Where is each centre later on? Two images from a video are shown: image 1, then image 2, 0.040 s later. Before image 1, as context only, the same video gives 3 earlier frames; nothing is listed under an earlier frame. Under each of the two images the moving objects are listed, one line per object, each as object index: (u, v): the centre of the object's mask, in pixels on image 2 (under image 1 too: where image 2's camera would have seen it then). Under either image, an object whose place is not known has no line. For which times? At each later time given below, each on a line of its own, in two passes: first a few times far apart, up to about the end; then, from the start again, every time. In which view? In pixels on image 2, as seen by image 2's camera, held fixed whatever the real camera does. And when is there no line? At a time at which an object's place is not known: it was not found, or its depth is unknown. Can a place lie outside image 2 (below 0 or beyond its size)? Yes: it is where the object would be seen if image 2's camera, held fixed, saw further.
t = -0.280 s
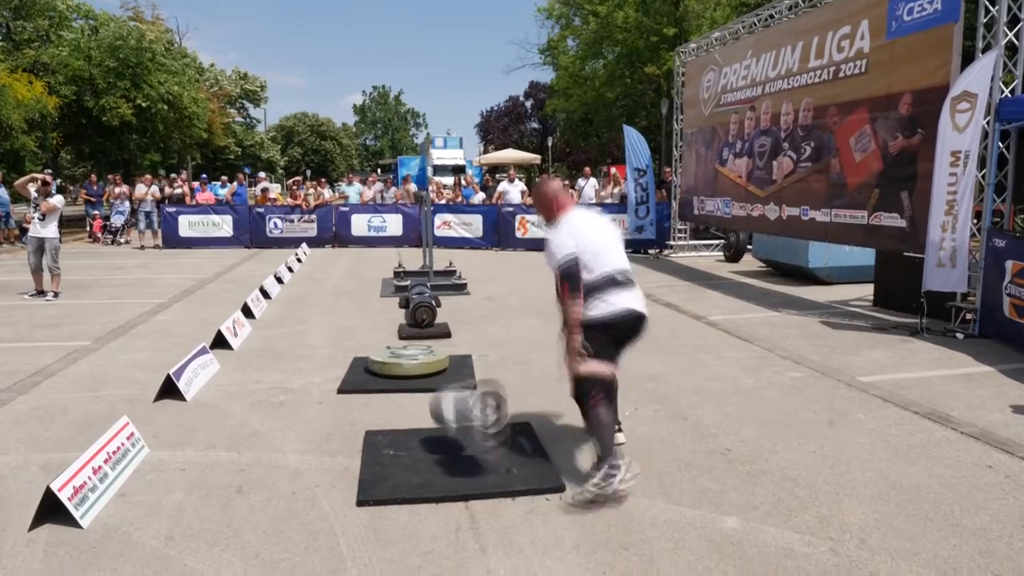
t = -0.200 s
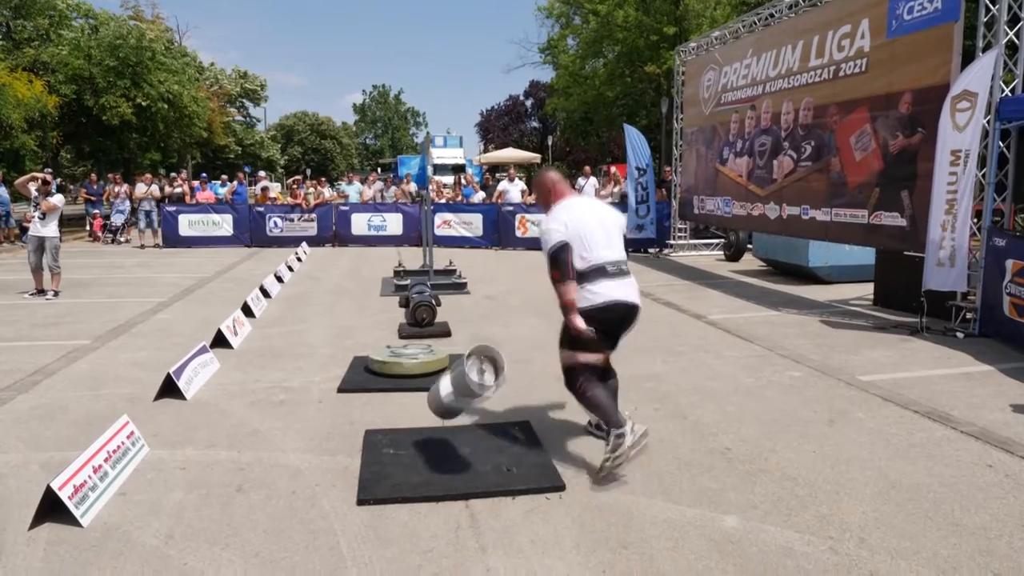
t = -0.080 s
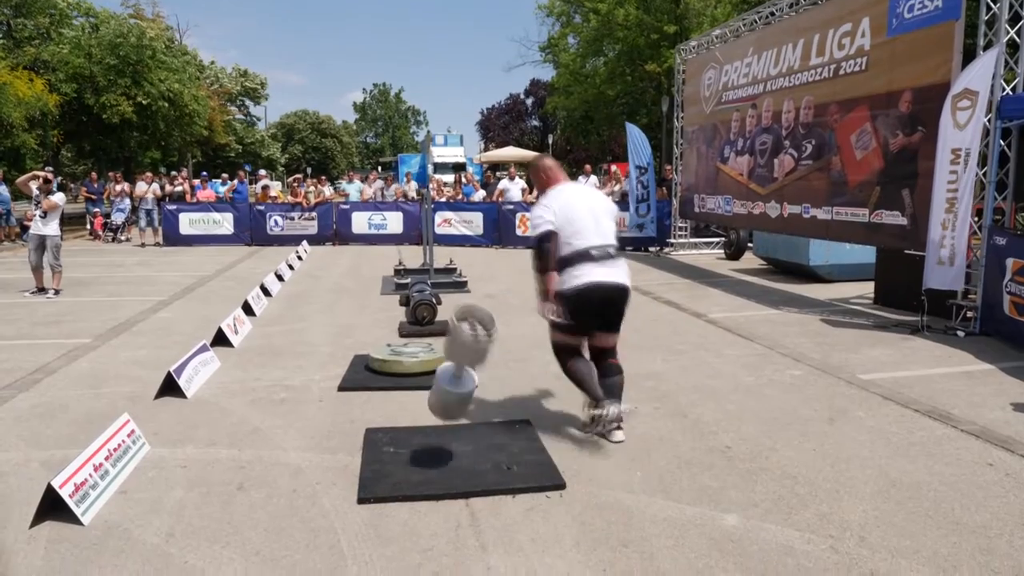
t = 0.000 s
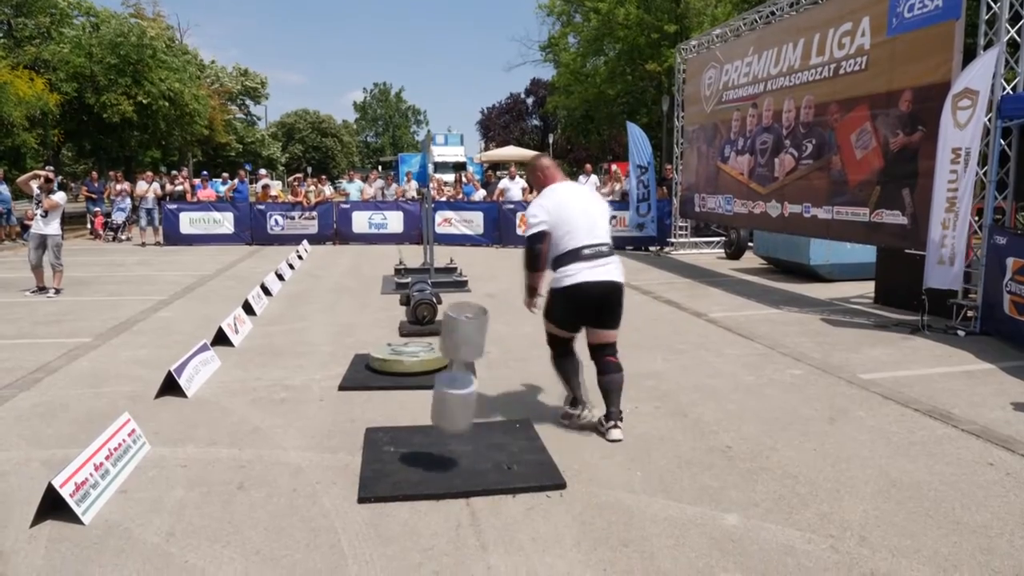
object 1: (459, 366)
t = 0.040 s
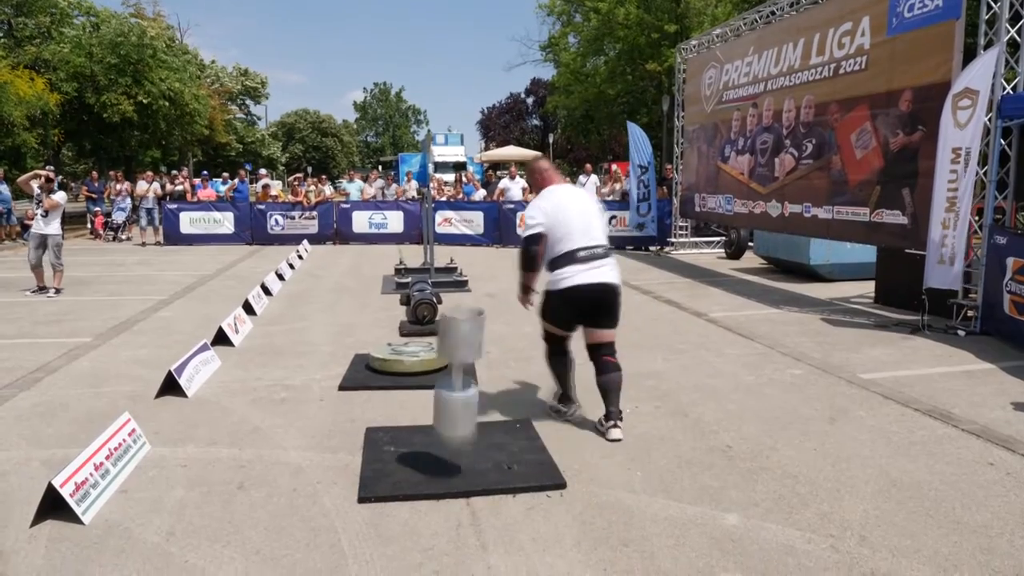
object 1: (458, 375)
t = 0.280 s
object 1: (448, 436)
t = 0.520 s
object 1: (424, 443)
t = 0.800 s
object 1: (392, 454)
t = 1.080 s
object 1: (372, 466)
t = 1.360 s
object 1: (345, 482)
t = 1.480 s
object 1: (334, 486)
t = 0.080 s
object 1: (457, 388)
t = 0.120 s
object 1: (456, 402)
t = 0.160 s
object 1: (455, 417)
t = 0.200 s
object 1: (454, 431)
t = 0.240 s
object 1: (451, 436)
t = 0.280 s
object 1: (448, 436)
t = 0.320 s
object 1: (445, 436)
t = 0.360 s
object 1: (441, 437)
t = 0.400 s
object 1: (438, 437)
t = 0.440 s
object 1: (434, 438)
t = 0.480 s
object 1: (429, 439)
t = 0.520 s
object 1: (424, 443)
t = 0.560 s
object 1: (419, 446)
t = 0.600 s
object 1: (414, 452)
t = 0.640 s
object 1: (408, 458)
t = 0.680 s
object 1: (405, 463)
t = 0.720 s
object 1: (400, 459)
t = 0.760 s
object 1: (395, 455)
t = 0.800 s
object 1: (392, 454)
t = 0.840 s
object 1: (390, 455)
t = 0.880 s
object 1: (388, 458)
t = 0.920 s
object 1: (385, 461)
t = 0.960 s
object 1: (382, 465)
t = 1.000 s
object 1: (379, 465)
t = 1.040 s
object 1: (375, 464)
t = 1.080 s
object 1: (372, 466)
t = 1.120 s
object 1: (366, 470)
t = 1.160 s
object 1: (363, 472)
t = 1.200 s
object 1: (360, 473)
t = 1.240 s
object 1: (357, 476)
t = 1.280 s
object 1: (353, 479)
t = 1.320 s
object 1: (349, 481)
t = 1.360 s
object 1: (345, 482)
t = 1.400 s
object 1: (341, 484)
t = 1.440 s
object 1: (336, 484)
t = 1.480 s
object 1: (334, 486)
